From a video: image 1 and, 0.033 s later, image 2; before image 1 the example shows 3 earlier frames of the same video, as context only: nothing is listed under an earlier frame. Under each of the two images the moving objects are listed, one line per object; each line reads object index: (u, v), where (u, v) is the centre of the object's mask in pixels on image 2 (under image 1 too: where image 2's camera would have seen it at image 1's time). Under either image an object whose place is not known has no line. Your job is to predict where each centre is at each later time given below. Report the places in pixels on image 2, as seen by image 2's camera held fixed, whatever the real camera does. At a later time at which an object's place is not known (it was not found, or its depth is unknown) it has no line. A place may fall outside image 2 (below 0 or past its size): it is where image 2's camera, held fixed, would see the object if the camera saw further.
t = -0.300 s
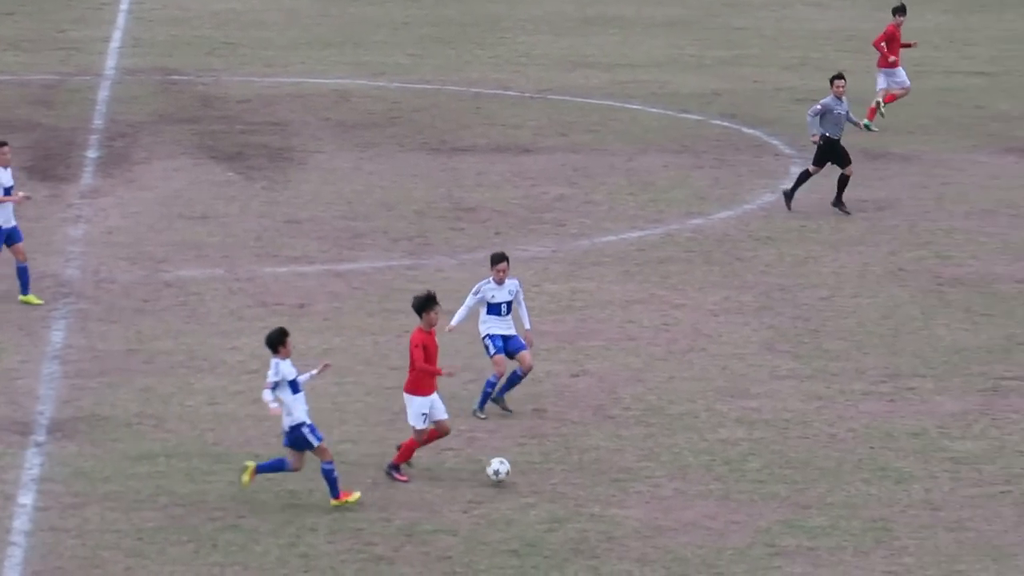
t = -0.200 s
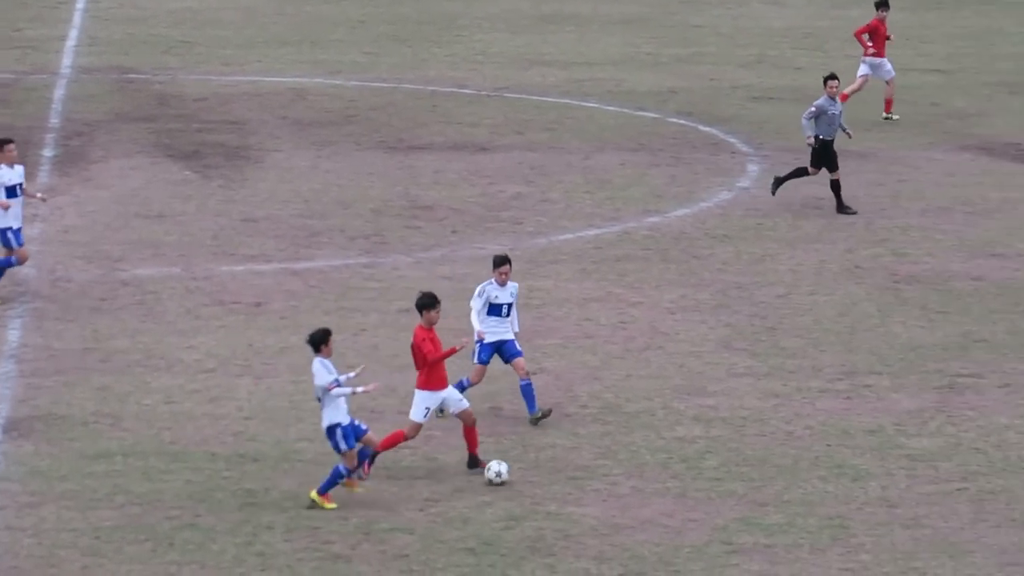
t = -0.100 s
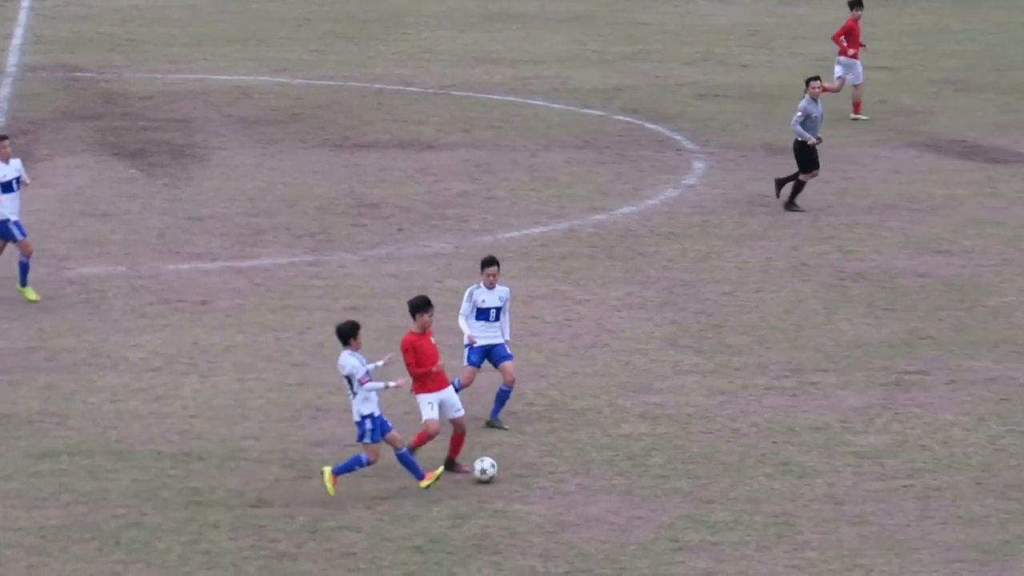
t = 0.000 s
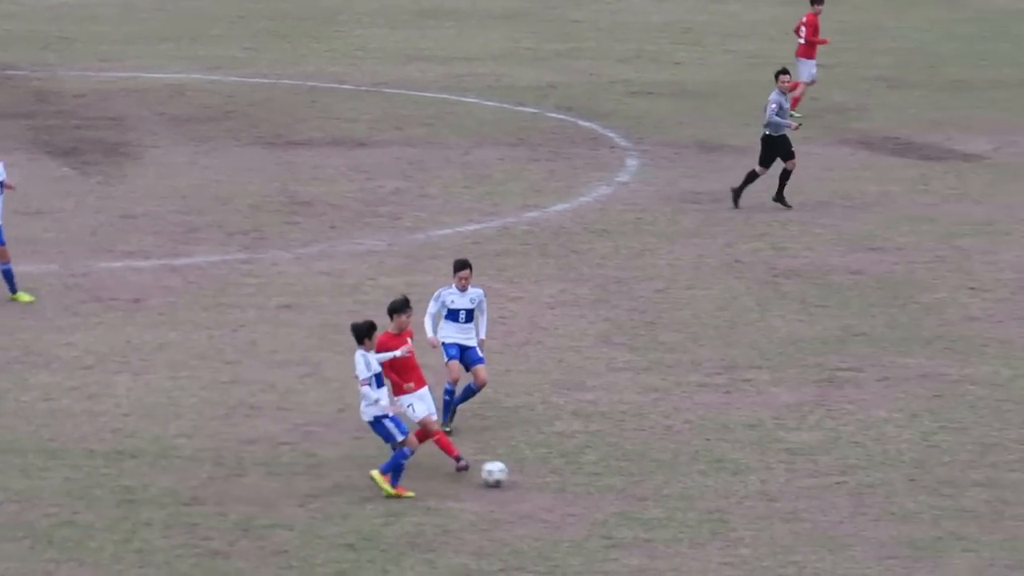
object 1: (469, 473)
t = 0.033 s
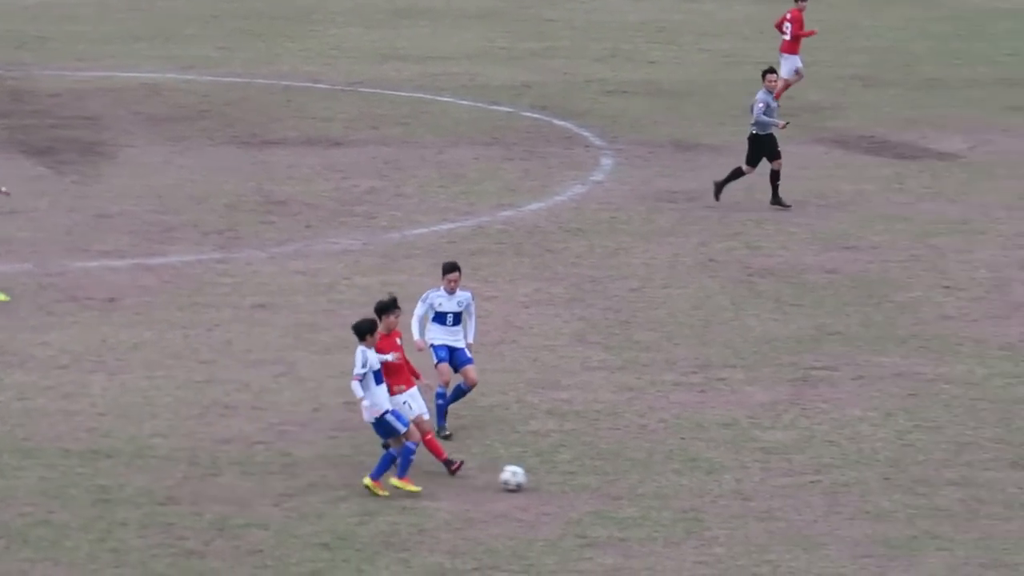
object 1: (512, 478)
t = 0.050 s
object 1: (534, 481)
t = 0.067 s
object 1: (555, 483)
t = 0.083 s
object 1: (575, 485)
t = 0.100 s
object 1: (594, 487)
